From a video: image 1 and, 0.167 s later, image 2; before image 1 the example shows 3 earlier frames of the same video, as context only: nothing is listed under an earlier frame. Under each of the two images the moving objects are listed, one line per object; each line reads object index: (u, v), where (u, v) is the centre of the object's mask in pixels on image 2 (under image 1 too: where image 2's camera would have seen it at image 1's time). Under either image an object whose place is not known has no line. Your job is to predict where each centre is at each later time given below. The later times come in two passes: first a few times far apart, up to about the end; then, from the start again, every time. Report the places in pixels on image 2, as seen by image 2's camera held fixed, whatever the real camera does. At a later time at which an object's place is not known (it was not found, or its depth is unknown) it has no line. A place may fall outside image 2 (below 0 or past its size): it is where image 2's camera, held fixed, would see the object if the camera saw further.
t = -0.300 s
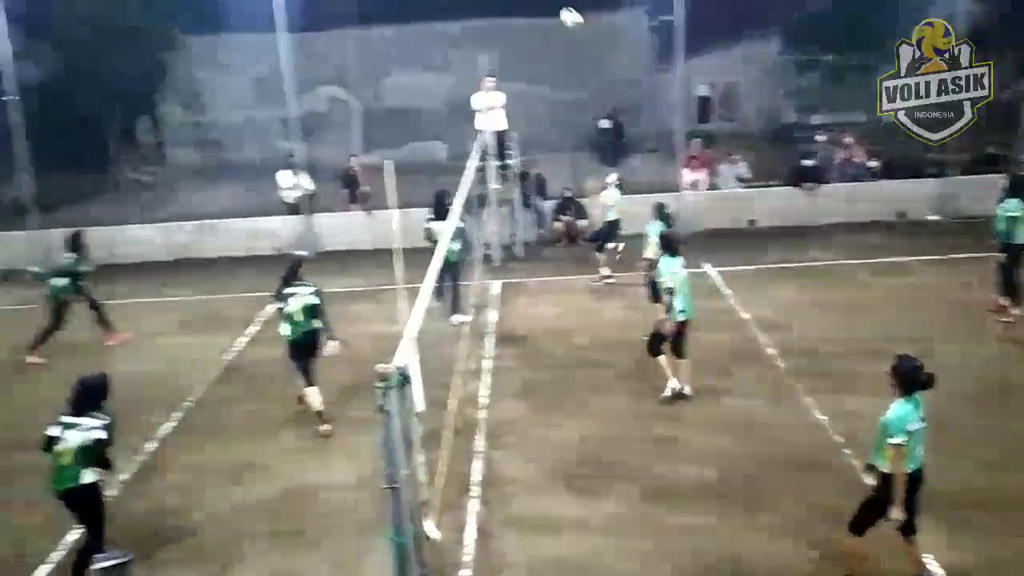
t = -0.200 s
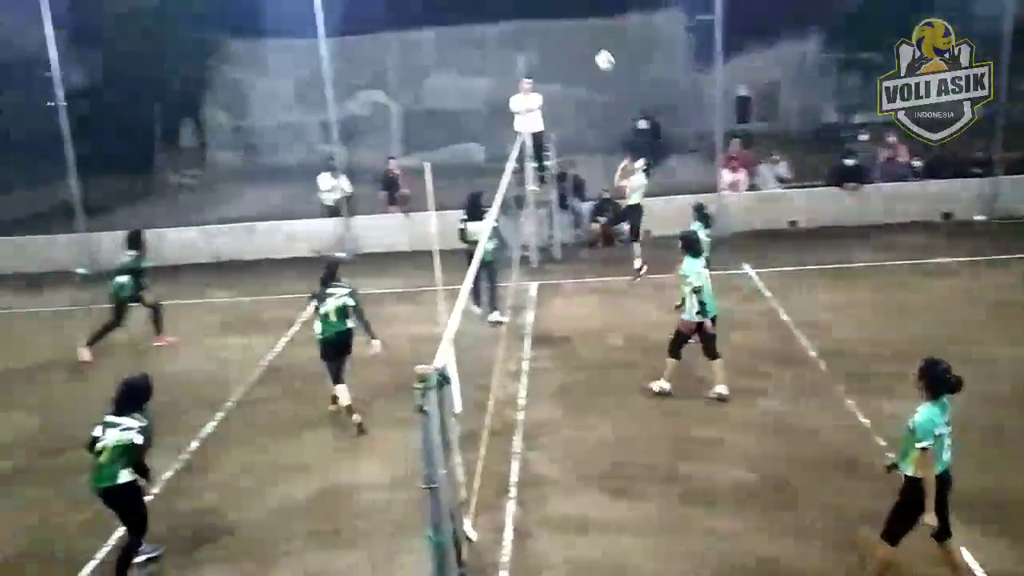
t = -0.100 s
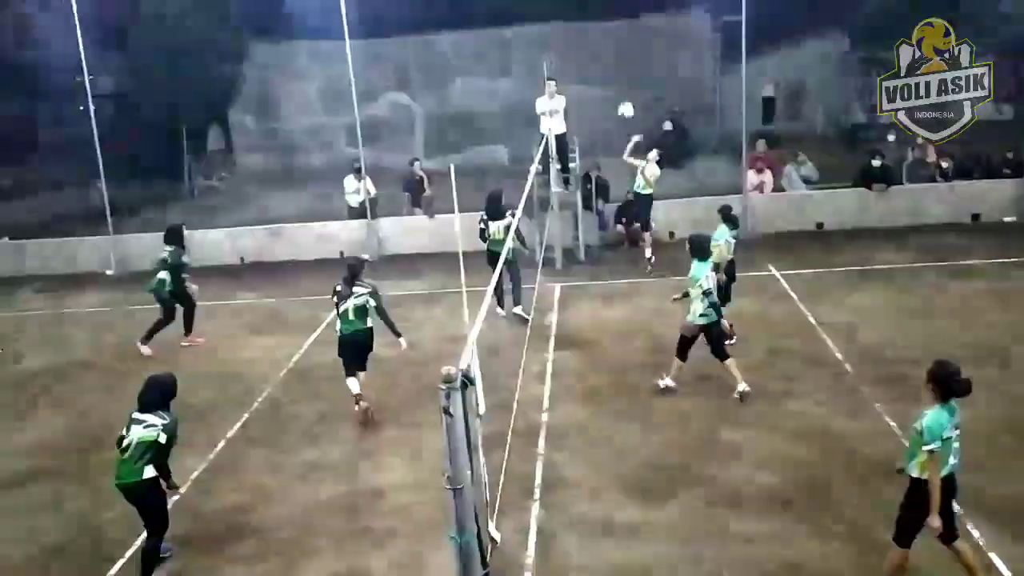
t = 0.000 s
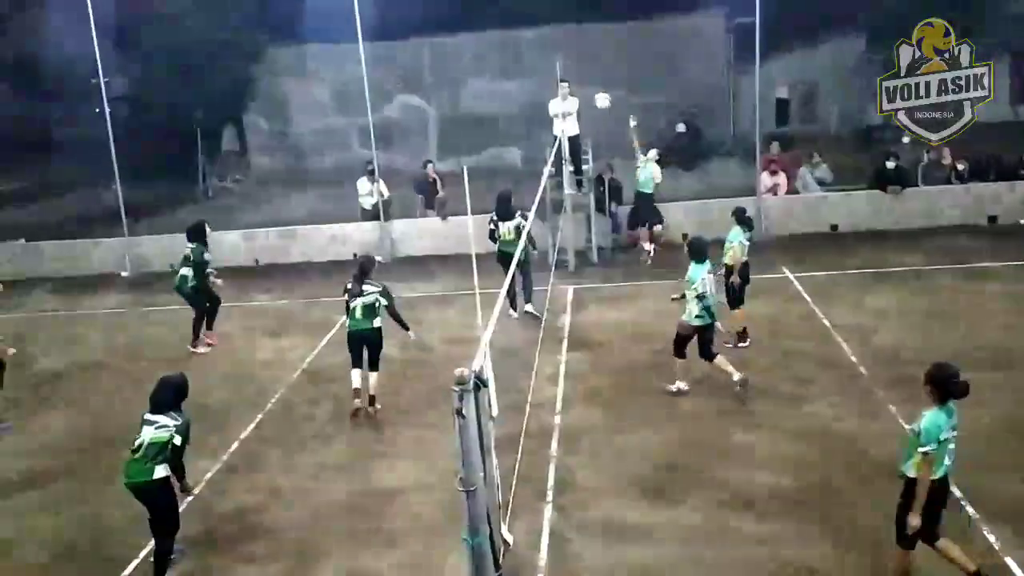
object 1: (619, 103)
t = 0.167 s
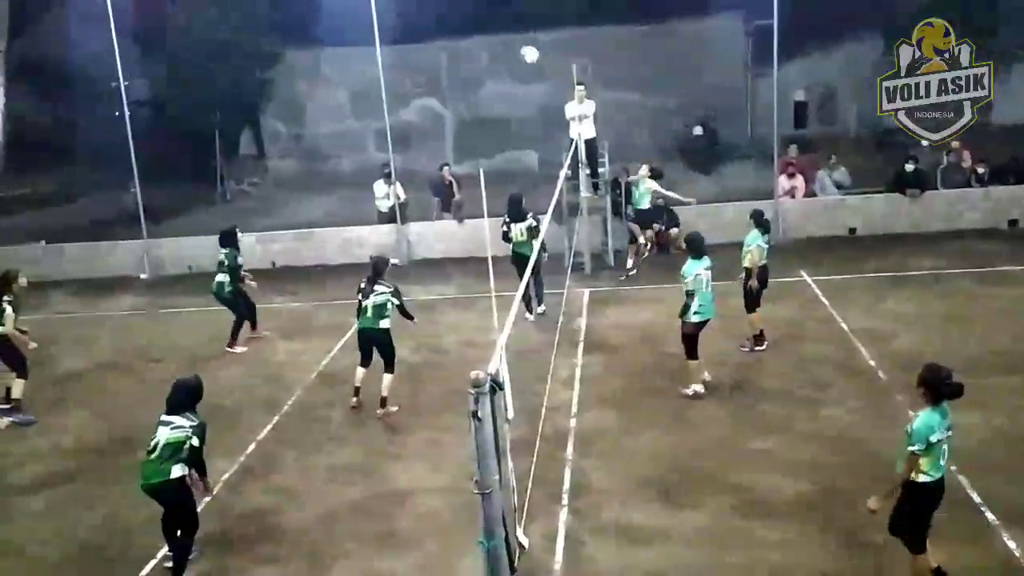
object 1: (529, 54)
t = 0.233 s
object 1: (492, 40)
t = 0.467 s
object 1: (354, 23)
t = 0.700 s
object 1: (211, 57)
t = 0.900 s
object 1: (90, 132)
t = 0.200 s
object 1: (511, 46)
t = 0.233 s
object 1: (492, 40)
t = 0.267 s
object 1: (473, 34)
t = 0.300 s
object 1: (453, 31)
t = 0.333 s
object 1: (434, 27)
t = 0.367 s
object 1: (414, 24)
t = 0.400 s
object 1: (394, 23)
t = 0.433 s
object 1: (374, 23)
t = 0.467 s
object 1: (354, 23)
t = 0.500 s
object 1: (334, 24)
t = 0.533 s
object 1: (313, 27)
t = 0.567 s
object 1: (293, 31)
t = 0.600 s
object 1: (272, 36)
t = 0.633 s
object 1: (252, 42)
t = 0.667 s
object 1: (232, 49)
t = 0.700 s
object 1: (211, 57)
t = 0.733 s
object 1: (190, 67)
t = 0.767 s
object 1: (170, 78)
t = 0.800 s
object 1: (150, 90)
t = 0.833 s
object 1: (130, 103)
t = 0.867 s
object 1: (110, 117)
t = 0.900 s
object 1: (90, 132)
